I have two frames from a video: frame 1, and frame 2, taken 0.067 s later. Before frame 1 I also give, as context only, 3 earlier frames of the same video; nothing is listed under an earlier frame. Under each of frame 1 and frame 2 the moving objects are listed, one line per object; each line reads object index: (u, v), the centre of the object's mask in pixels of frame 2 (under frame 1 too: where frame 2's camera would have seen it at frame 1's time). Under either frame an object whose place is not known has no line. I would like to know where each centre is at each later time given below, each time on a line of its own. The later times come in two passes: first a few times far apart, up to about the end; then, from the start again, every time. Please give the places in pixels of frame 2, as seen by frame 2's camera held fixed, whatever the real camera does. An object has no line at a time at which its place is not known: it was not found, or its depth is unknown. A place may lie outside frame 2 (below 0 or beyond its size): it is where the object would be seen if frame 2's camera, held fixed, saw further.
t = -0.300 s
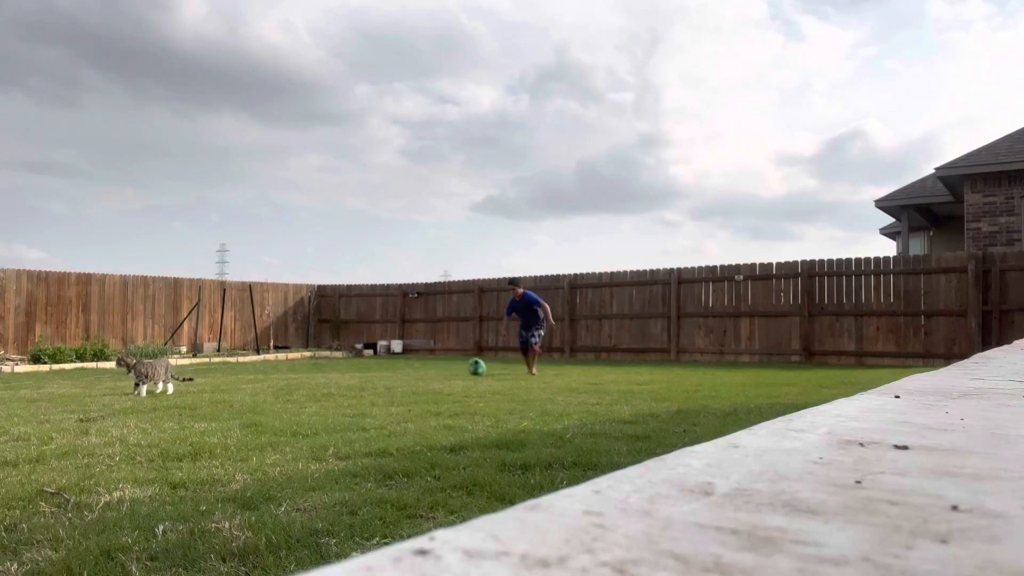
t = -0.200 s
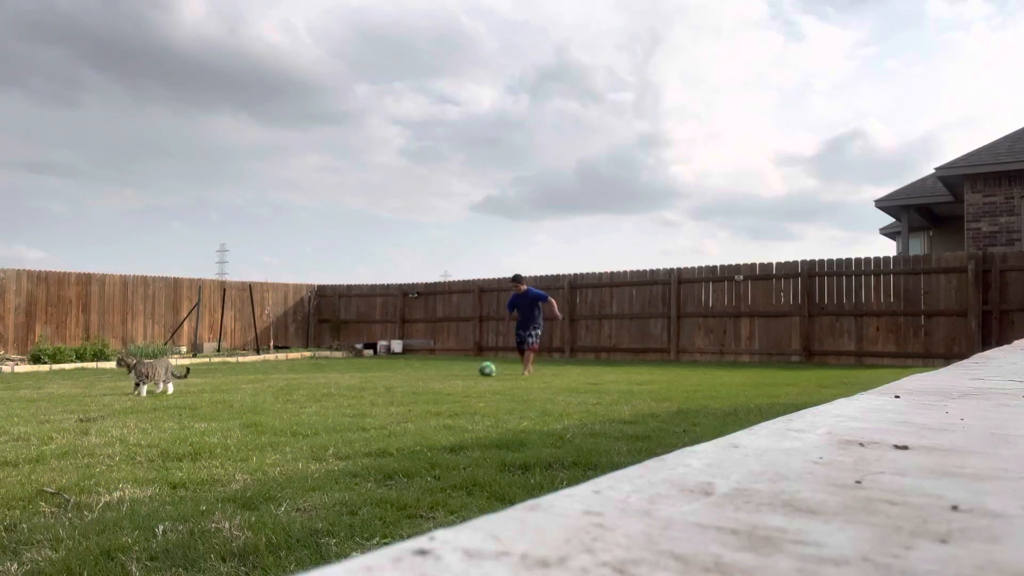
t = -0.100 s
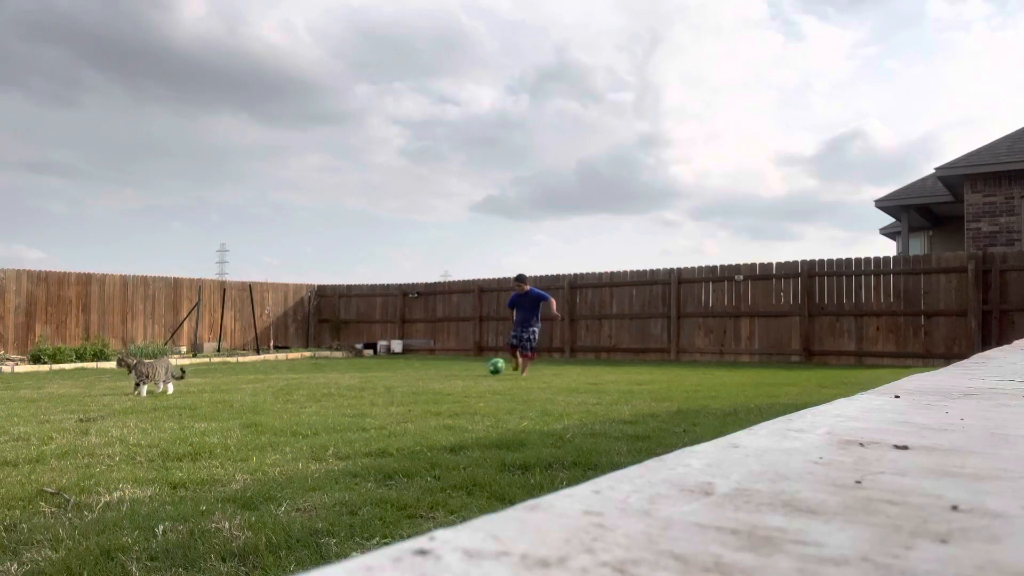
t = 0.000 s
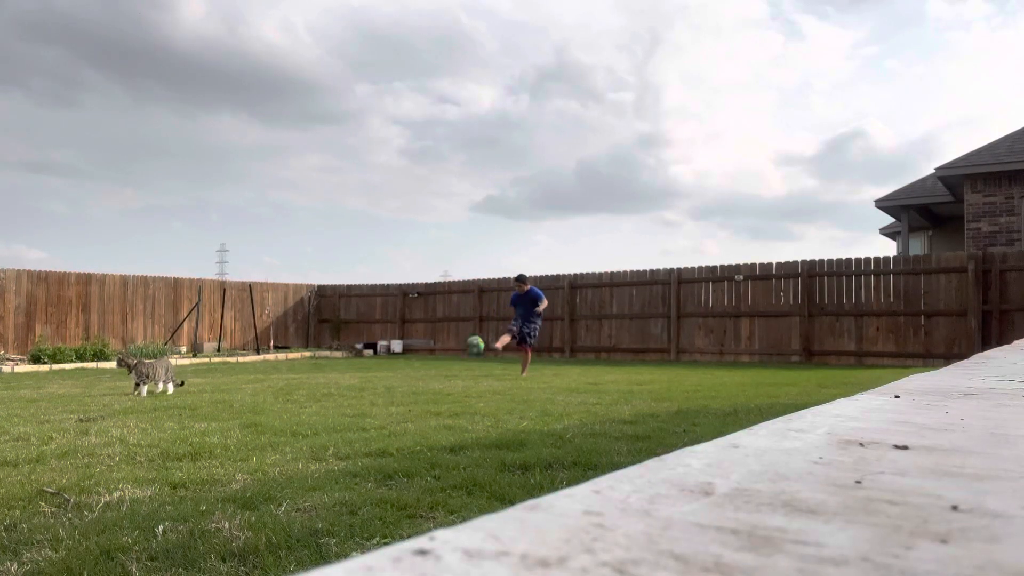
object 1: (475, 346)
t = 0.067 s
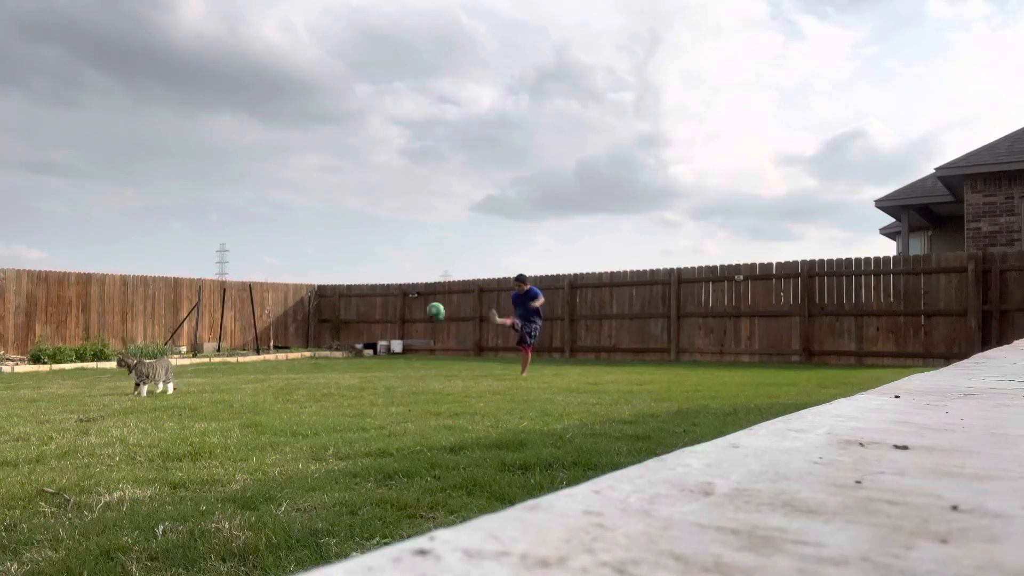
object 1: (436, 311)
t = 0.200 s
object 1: (350, 254)
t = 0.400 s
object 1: (202, 191)
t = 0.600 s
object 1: (25, 171)
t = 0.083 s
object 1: (425, 303)
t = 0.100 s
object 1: (415, 296)
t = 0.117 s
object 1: (405, 289)
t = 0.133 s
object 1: (394, 281)
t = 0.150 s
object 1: (383, 274)
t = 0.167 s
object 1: (372, 267)
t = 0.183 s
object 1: (361, 261)
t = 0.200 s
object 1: (350, 254)
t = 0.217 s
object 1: (339, 247)
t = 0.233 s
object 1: (328, 241)
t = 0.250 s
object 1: (316, 235)
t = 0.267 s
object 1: (304, 229)
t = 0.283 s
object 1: (292, 224)
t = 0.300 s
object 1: (280, 218)
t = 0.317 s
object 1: (268, 213)
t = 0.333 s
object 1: (255, 208)
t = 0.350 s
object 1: (242, 203)
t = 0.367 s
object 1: (229, 199)
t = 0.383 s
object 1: (216, 195)
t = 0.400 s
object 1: (202, 191)
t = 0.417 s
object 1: (189, 188)
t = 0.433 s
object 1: (175, 184)
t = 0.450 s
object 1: (161, 181)
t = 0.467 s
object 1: (147, 179)
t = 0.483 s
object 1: (132, 176)
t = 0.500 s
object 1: (118, 174)
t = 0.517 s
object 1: (103, 173)
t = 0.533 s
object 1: (88, 172)
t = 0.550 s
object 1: (73, 171)
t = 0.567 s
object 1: (57, 171)
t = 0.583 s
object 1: (41, 171)
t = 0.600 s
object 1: (25, 171)
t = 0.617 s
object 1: (11, 171)
